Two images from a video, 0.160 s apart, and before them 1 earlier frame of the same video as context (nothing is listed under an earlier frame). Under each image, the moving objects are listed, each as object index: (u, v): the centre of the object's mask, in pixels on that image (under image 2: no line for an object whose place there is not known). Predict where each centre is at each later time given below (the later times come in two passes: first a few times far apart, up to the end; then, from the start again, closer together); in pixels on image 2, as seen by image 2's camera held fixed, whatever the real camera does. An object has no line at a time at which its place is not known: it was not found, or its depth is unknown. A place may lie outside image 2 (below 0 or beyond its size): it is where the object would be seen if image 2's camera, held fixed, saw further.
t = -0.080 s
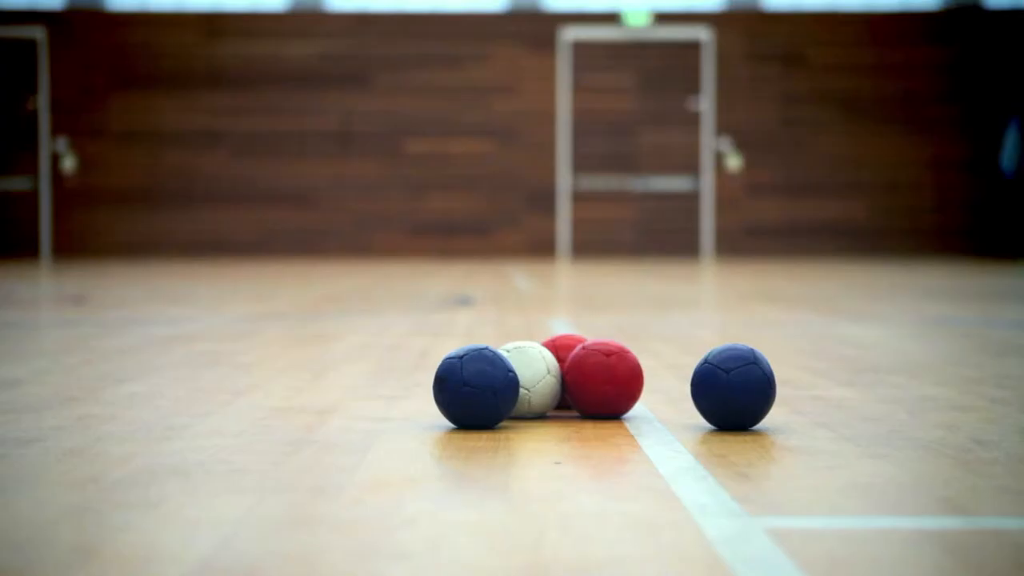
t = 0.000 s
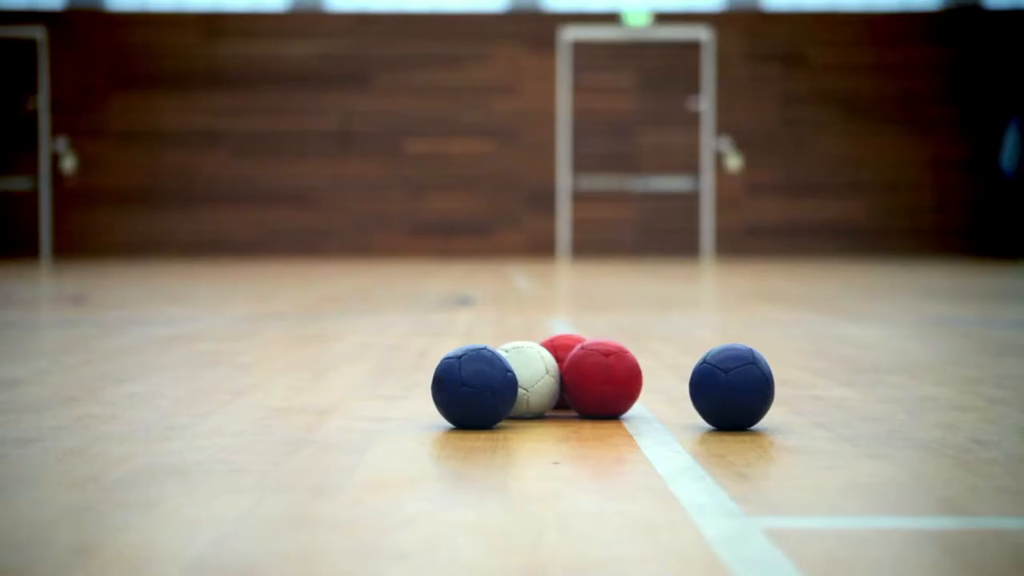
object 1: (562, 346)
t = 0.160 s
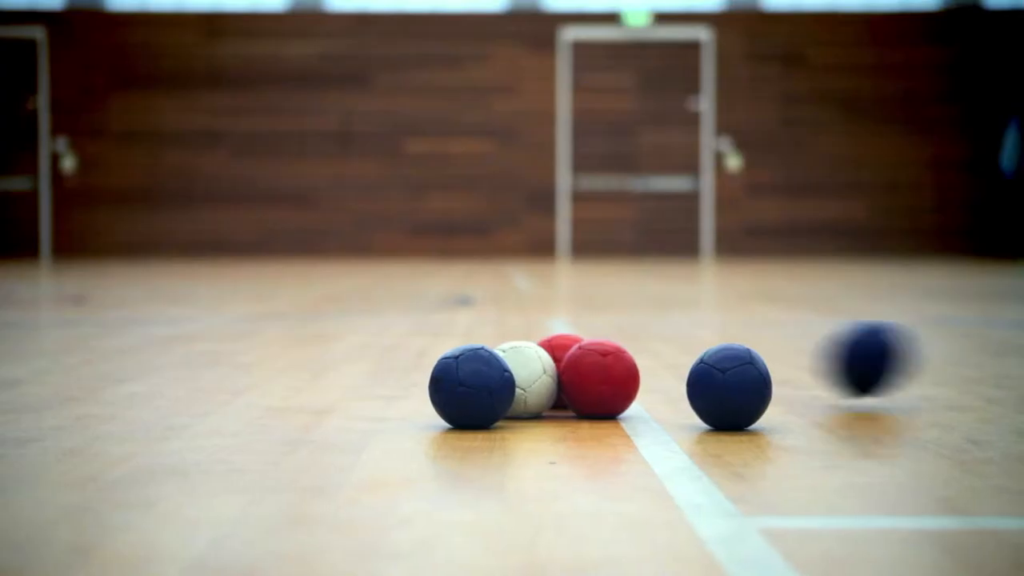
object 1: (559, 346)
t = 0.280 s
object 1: (559, 346)
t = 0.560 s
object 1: (419, 366)
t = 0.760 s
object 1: (375, 371)
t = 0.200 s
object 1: (559, 346)
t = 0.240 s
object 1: (559, 346)
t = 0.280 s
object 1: (559, 346)
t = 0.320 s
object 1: (550, 345)
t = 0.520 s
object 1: (430, 359)
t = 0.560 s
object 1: (419, 366)
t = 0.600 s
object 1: (410, 369)
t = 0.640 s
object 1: (402, 370)
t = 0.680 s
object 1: (394, 371)
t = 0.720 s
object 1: (384, 371)
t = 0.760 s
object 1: (375, 371)
